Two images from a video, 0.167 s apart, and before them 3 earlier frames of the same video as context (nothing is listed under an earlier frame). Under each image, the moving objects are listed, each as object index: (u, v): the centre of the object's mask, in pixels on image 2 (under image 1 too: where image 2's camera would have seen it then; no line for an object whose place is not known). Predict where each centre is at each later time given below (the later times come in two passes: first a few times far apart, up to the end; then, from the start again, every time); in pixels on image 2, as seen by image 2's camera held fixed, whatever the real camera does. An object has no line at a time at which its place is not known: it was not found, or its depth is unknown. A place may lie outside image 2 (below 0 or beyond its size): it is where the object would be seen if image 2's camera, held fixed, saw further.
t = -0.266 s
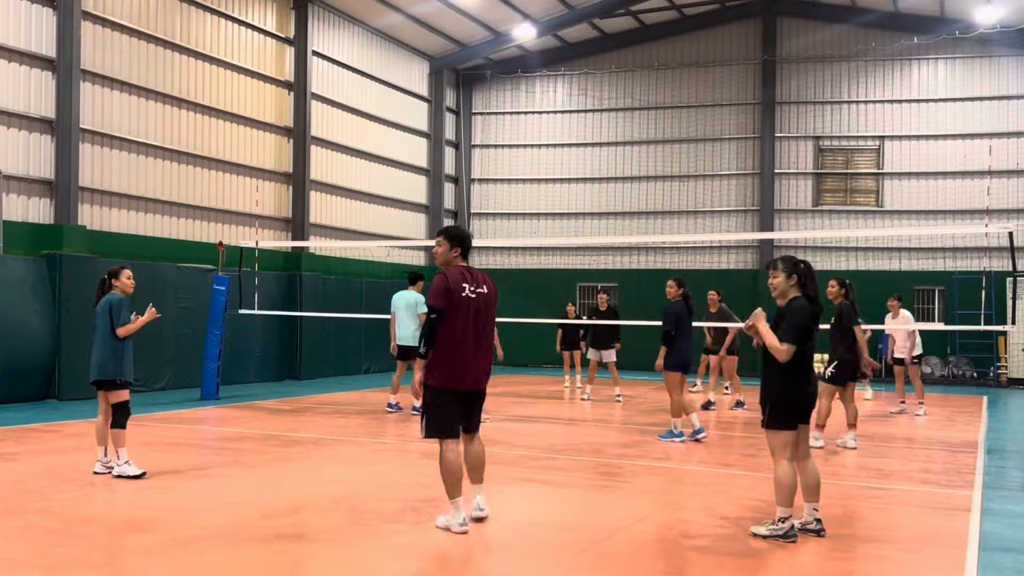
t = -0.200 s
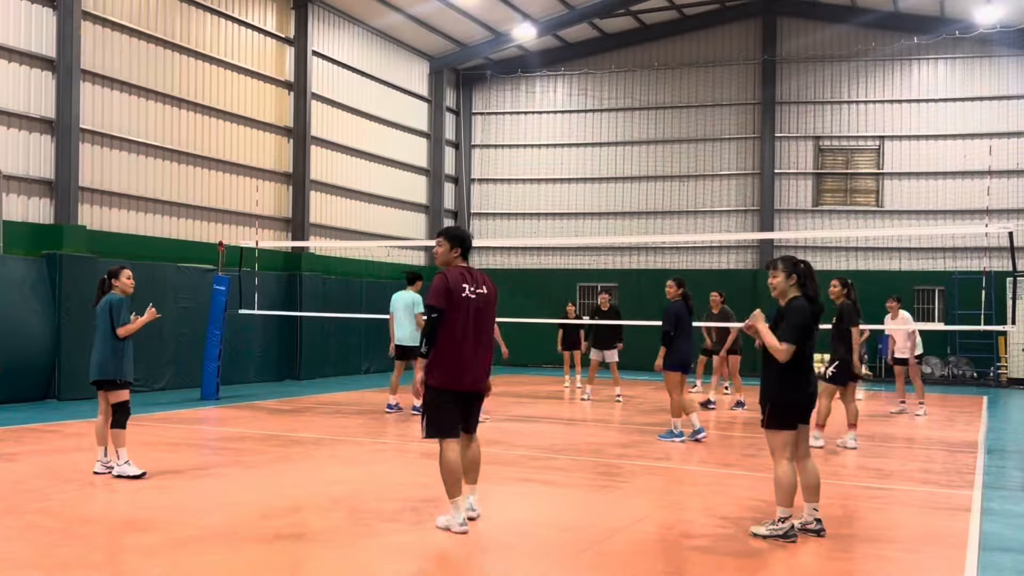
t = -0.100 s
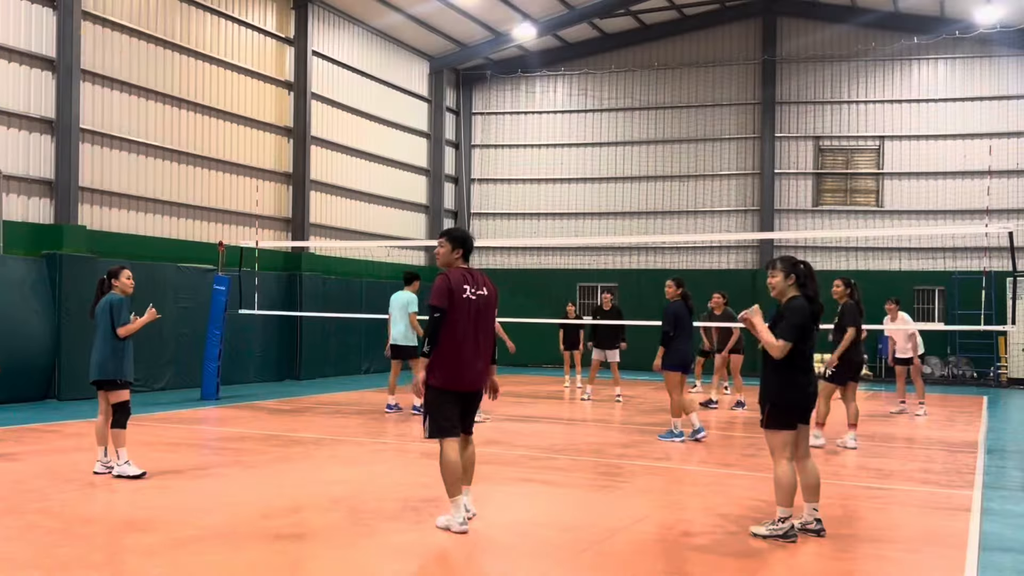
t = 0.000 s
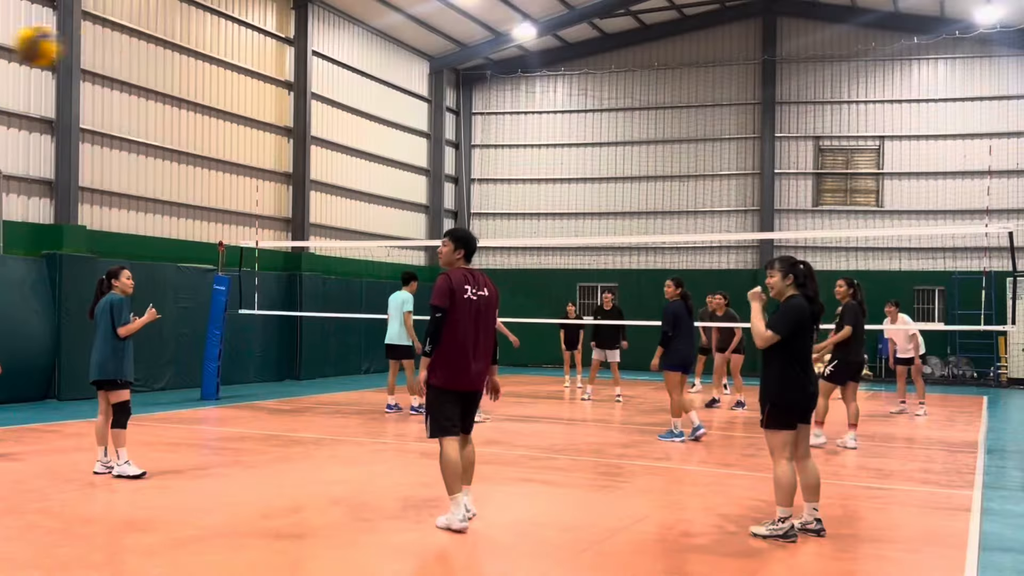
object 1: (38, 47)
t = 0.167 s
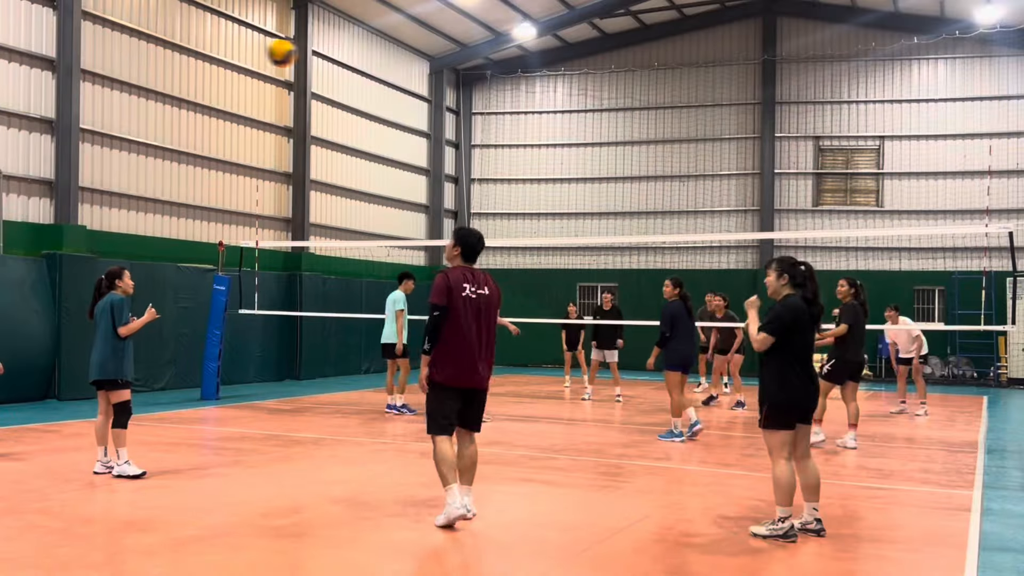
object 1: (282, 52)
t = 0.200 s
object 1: (311, 55)
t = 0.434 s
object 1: (462, 99)
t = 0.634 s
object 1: (532, 159)
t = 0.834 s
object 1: (575, 228)
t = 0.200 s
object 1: (311, 55)
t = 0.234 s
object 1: (342, 60)
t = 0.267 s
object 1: (367, 64)
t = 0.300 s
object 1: (390, 70)
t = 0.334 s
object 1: (410, 77)
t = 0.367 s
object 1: (429, 84)
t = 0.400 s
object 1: (446, 91)
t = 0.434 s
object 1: (462, 99)
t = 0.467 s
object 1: (477, 108)
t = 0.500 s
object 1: (490, 118)
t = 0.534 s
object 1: (502, 128)
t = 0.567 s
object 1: (513, 138)
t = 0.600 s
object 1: (523, 148)
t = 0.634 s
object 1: (532, 159)
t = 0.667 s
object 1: (541, 170)
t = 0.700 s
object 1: (549, 181)
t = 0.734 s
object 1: (556, 193)
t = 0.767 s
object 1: (563, 204)
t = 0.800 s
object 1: (569, 216)
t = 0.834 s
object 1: (575, 228)
